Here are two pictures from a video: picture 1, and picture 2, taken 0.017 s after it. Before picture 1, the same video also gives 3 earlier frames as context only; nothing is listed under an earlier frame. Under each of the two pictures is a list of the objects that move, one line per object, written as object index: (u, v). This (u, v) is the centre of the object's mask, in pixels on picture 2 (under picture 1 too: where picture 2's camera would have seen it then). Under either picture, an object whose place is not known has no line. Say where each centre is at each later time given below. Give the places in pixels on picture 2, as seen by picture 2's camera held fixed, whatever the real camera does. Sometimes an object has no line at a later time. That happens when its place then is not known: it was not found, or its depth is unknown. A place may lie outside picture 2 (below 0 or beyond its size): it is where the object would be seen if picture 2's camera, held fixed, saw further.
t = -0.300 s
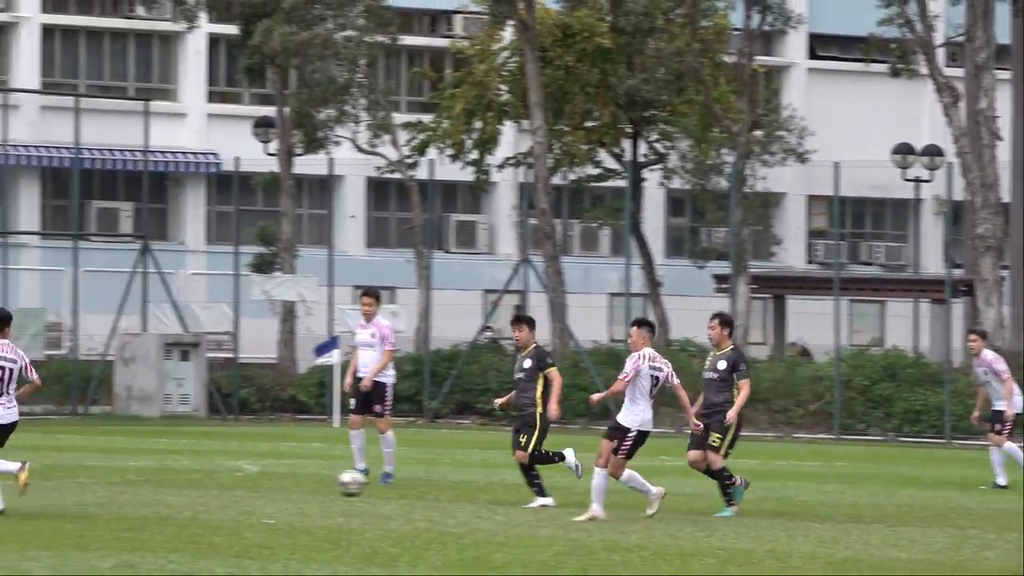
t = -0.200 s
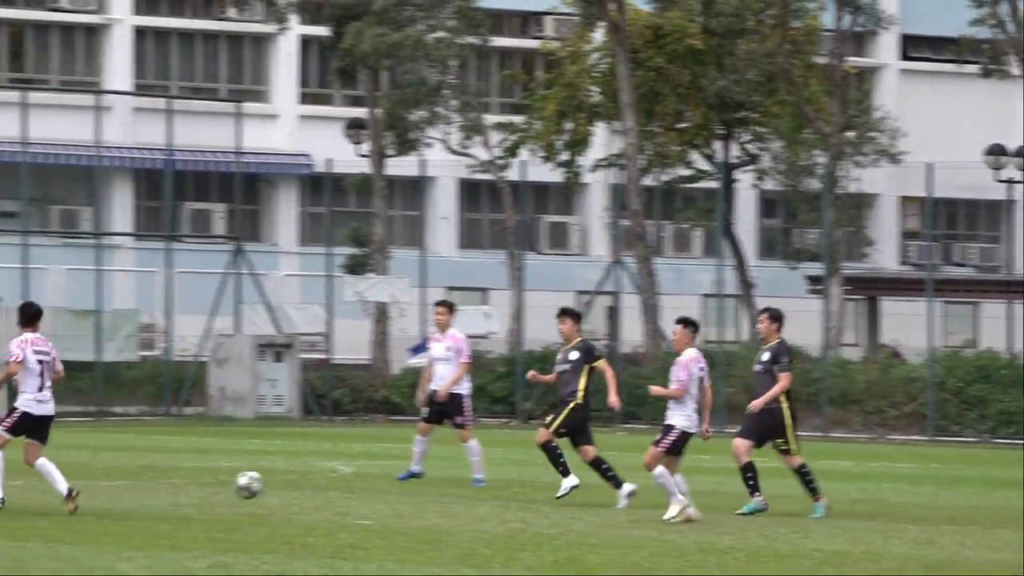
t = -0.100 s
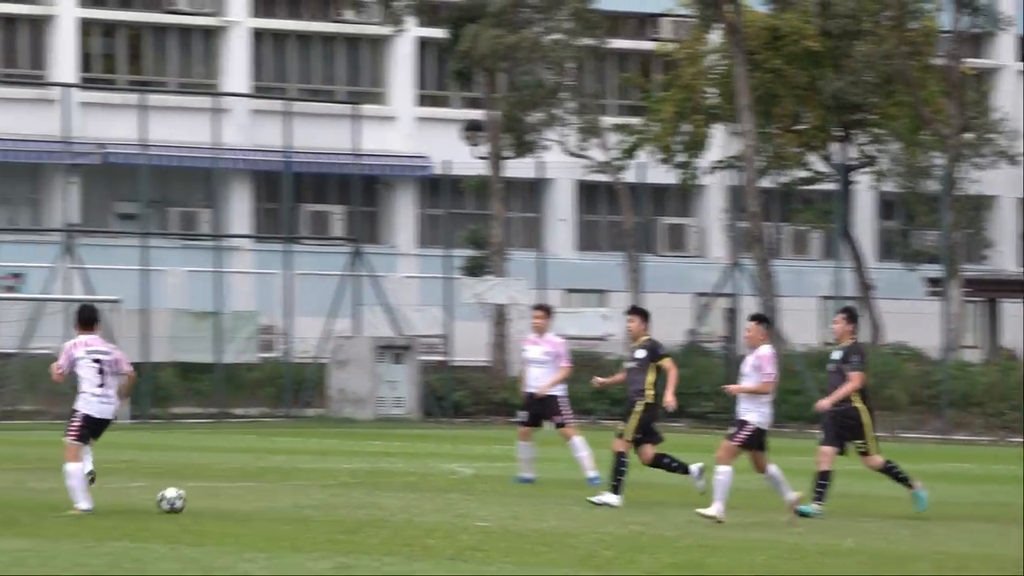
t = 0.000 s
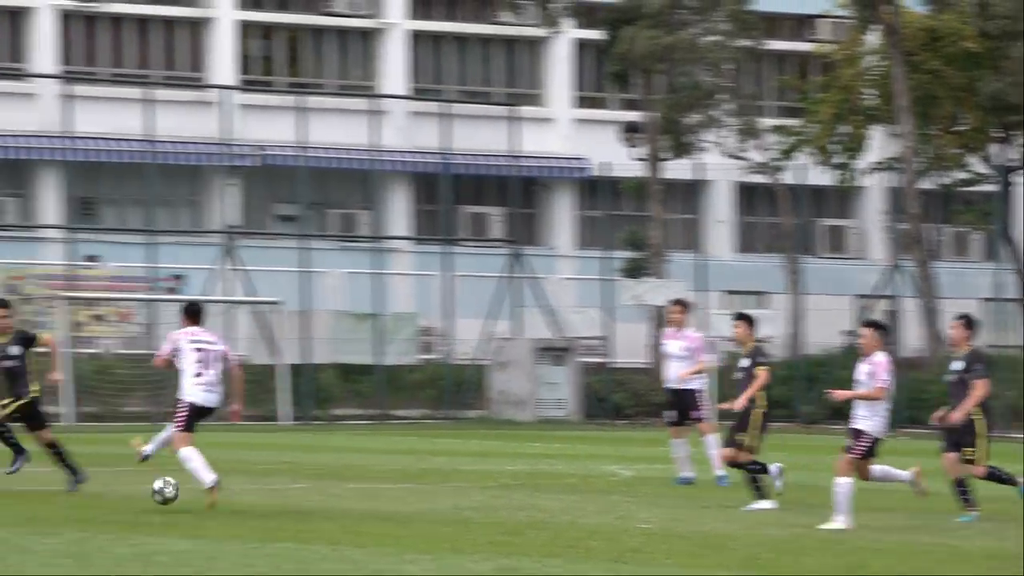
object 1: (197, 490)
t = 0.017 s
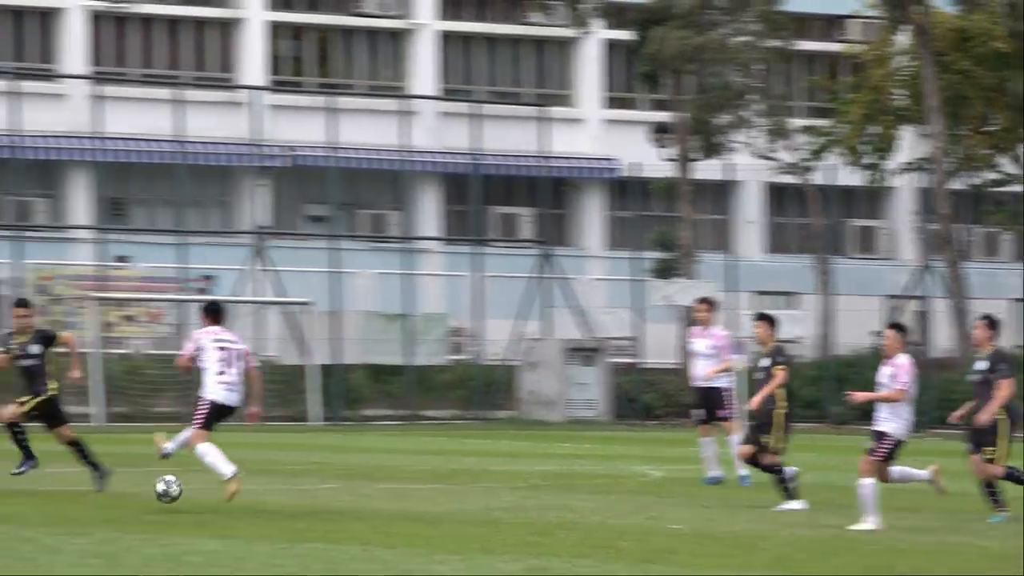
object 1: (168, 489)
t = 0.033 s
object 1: (138, 489)
